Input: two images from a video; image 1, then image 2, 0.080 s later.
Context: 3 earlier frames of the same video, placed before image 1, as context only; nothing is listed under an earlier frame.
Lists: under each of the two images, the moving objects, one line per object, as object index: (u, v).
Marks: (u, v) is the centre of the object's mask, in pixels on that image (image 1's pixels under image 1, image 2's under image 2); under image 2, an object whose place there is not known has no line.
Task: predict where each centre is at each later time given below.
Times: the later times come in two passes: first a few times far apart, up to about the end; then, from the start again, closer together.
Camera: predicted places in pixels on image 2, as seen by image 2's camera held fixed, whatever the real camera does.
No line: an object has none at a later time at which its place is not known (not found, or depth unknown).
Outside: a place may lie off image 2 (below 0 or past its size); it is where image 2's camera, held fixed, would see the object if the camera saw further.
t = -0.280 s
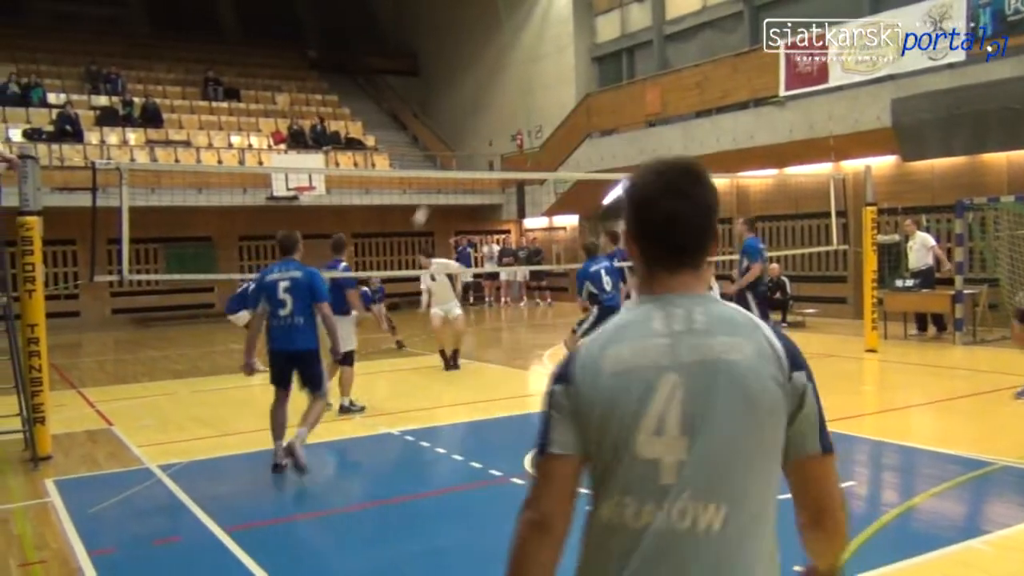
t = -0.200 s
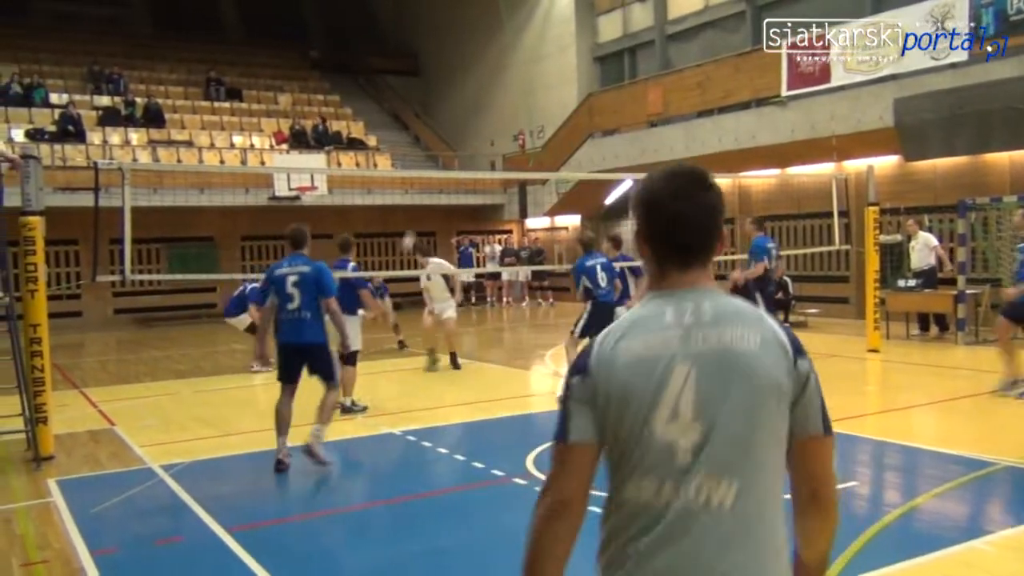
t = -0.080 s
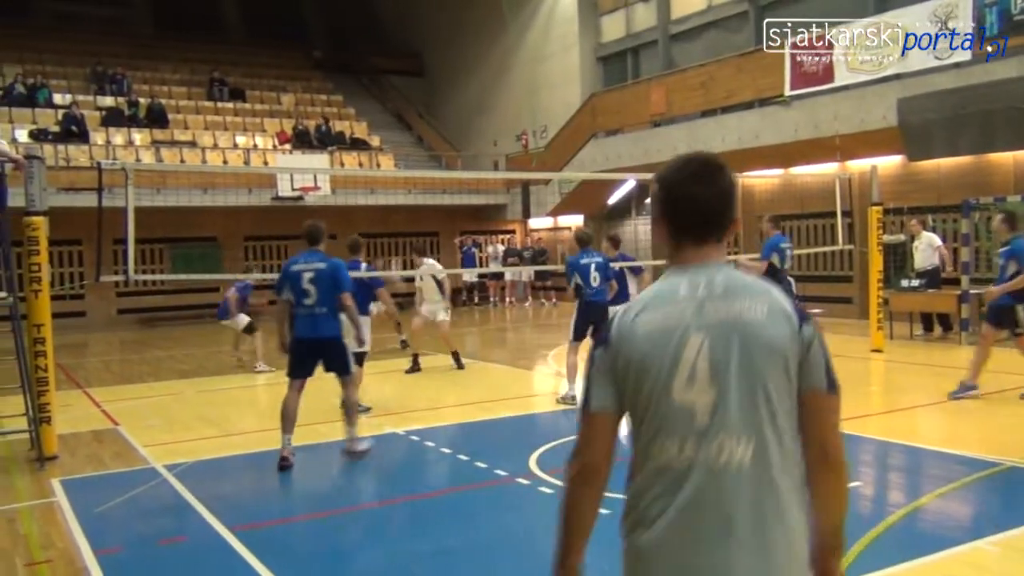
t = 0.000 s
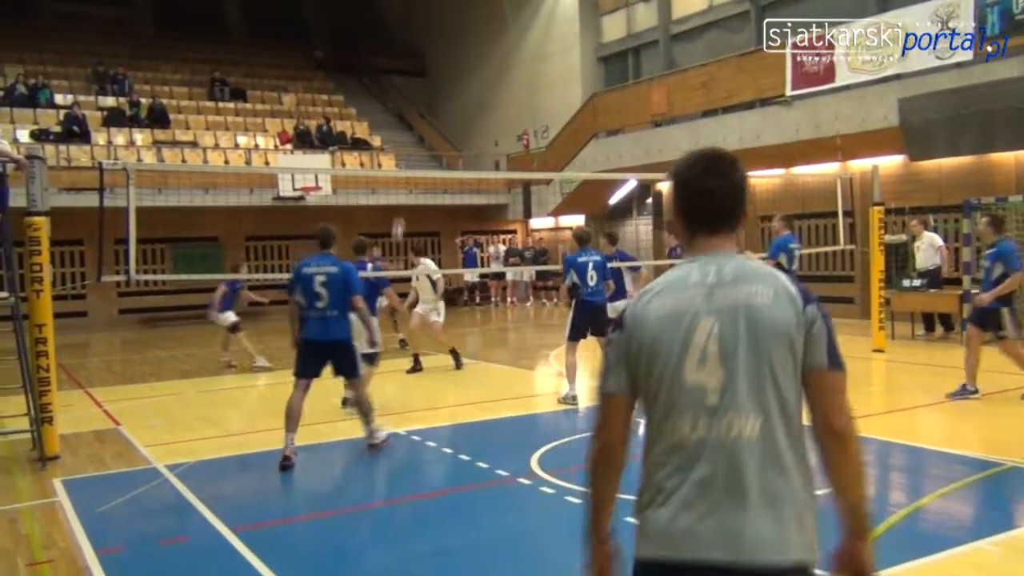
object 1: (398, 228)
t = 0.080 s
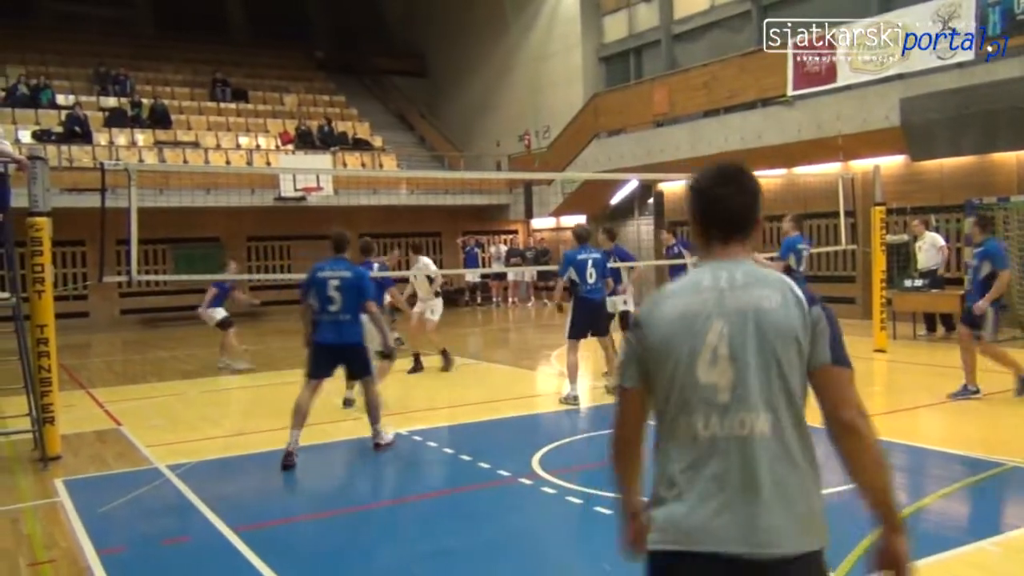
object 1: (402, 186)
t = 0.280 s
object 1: (408, 116)
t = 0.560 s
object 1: (420, 47)
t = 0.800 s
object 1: (432, 30)
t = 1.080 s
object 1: (449, 68)
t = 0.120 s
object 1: (403, 167)
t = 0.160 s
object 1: (404, 158)
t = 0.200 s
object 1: (405, 144)
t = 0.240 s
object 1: (406, 129)
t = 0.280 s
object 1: (408, 116)
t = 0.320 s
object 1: (409, 103)
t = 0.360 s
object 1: (410, 92)
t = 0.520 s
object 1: (418, 54)
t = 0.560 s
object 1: (420, 47)
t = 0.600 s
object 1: (422, 41)
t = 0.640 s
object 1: (424, 37)
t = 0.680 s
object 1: (426, 34)
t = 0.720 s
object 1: (428, 32)
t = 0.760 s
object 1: (430, 30)
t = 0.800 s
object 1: (432, 30)
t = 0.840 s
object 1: (435, 32)
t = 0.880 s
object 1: (437, 34)
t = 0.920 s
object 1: (439, 38)
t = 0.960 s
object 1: (442, 43)
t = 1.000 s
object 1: (445, 50)
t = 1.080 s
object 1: (449, 68)
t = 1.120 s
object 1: (452, 79)
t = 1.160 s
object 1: (454, 92)
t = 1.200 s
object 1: (457, 107)
